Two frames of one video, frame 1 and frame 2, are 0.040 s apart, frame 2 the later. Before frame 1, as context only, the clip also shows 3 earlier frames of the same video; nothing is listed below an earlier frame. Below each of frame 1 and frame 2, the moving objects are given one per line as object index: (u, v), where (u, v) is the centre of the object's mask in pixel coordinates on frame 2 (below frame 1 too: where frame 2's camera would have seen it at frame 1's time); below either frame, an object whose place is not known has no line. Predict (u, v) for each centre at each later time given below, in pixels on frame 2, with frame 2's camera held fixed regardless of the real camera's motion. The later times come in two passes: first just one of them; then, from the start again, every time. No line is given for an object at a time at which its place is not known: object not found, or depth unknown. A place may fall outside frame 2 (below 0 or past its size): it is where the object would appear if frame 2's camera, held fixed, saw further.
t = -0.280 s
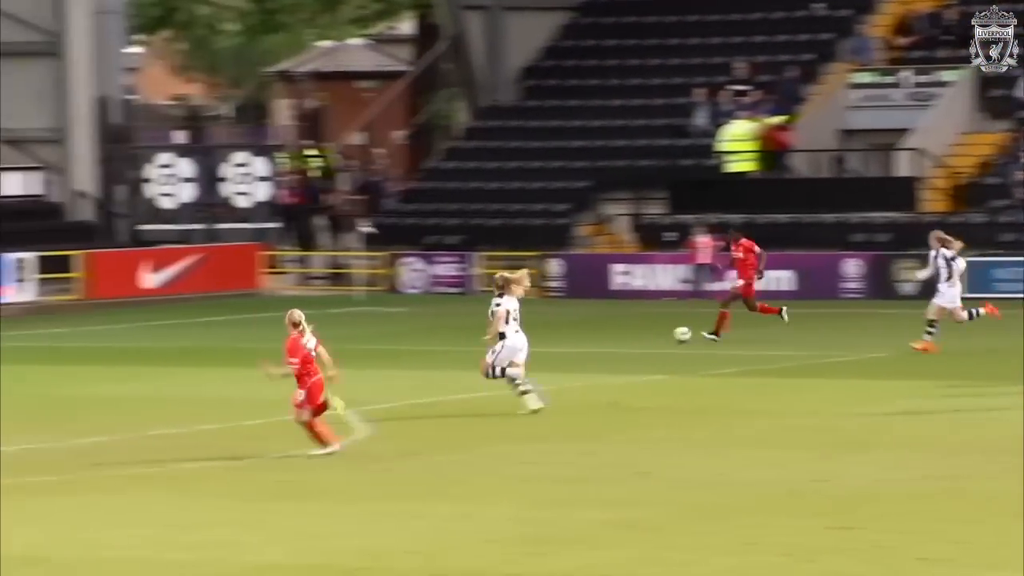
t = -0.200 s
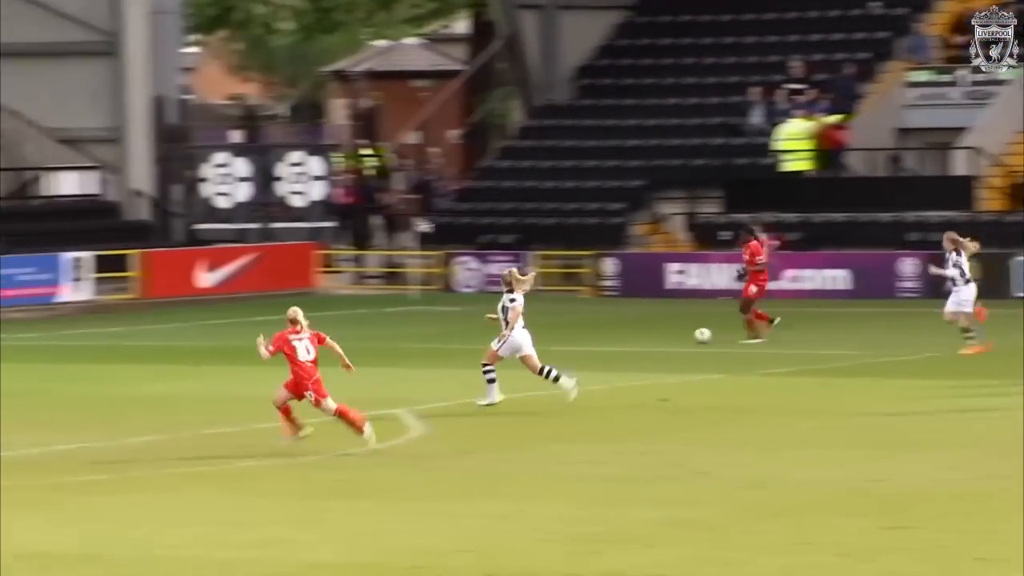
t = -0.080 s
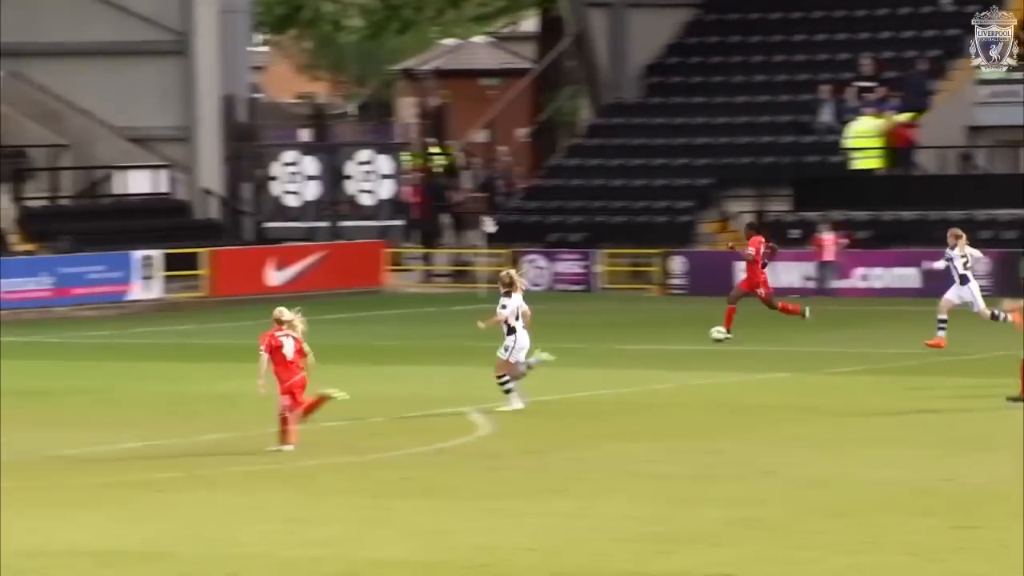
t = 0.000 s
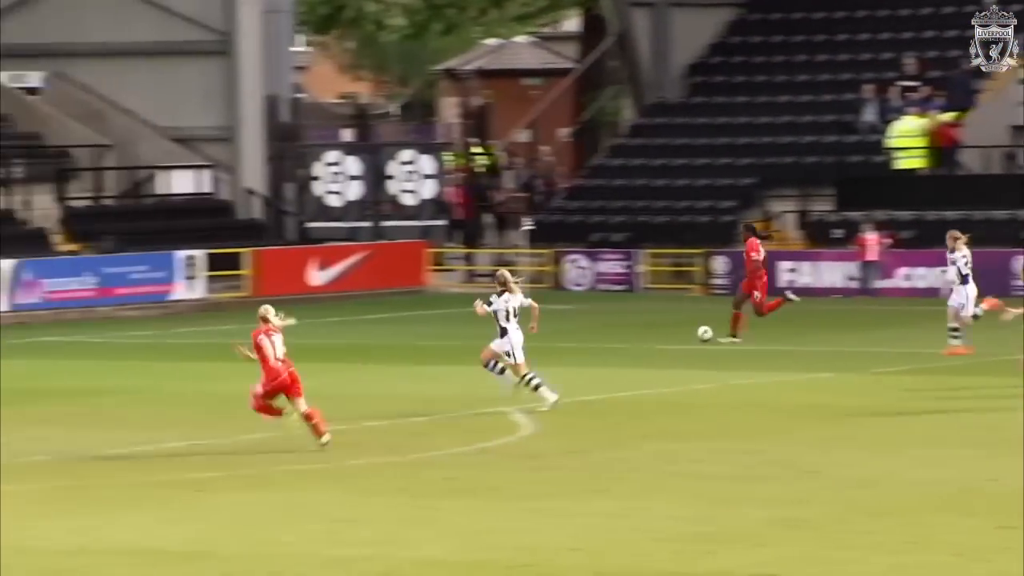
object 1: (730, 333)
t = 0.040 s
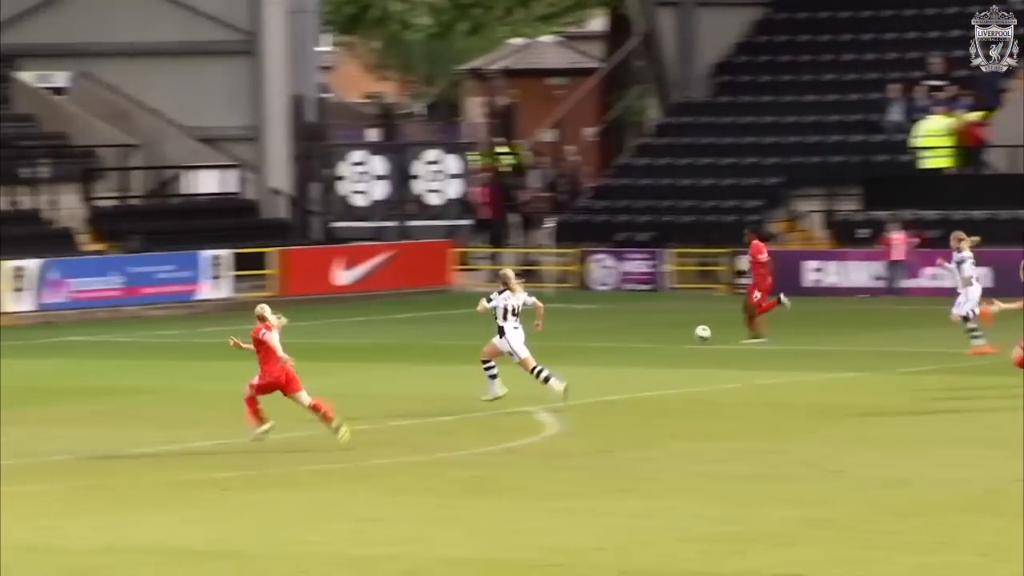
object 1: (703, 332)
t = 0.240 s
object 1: (576, 338)
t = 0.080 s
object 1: (676, 334)
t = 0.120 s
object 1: (649, 336)
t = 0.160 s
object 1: (623, 339)
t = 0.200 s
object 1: (600, 339)
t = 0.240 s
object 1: (576, 338)
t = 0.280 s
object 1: (554, 339)
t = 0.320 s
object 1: (532, 341)
